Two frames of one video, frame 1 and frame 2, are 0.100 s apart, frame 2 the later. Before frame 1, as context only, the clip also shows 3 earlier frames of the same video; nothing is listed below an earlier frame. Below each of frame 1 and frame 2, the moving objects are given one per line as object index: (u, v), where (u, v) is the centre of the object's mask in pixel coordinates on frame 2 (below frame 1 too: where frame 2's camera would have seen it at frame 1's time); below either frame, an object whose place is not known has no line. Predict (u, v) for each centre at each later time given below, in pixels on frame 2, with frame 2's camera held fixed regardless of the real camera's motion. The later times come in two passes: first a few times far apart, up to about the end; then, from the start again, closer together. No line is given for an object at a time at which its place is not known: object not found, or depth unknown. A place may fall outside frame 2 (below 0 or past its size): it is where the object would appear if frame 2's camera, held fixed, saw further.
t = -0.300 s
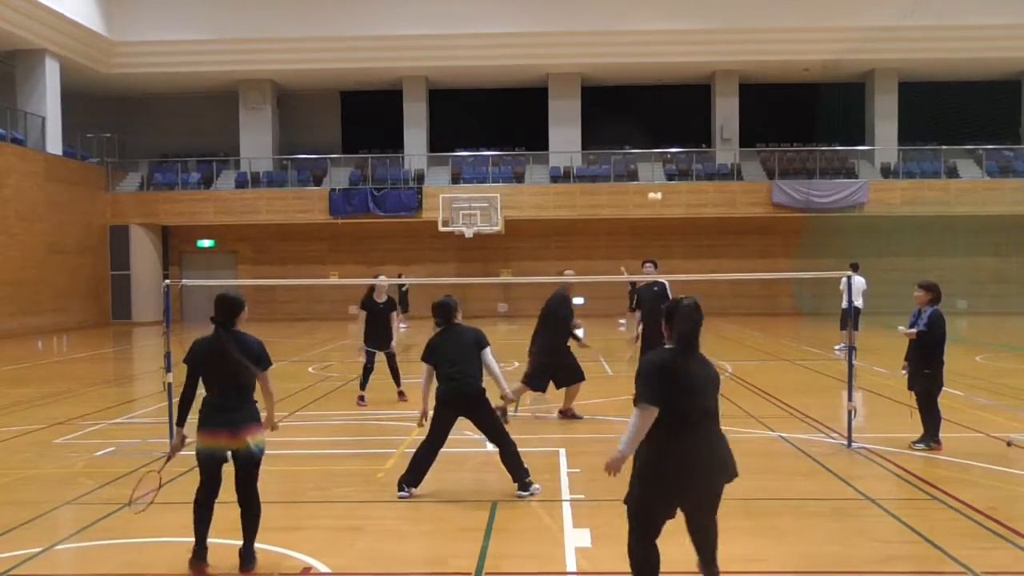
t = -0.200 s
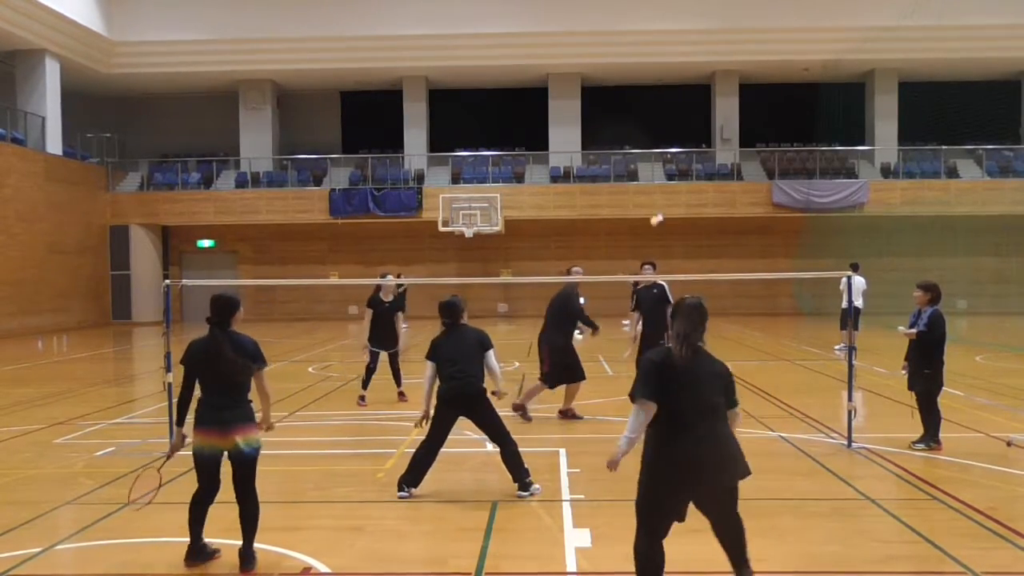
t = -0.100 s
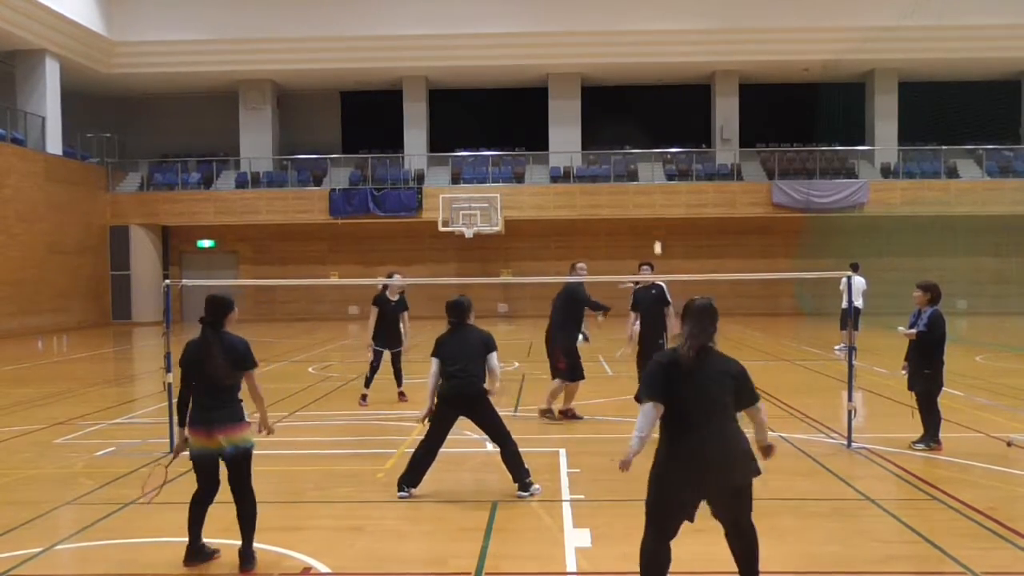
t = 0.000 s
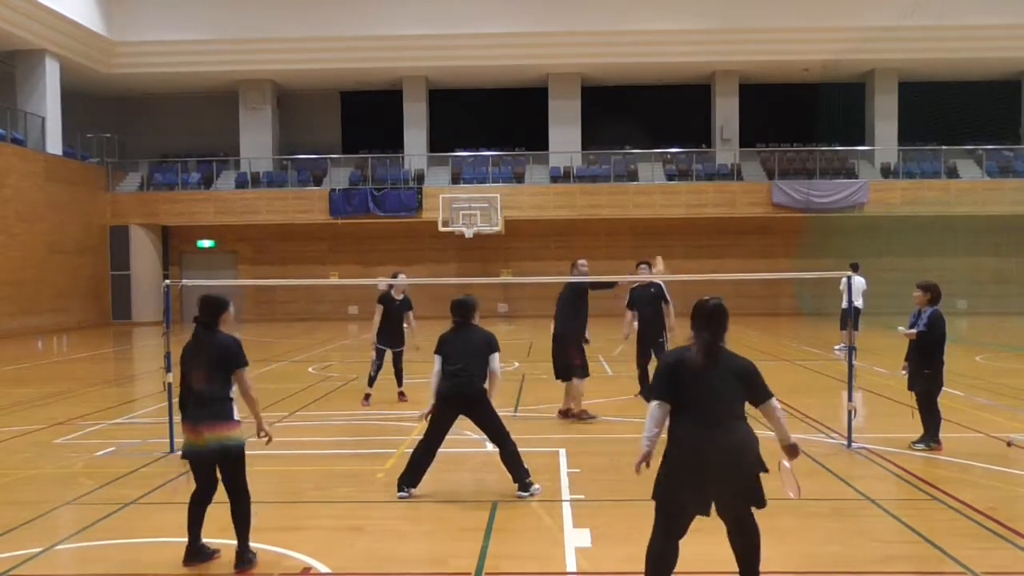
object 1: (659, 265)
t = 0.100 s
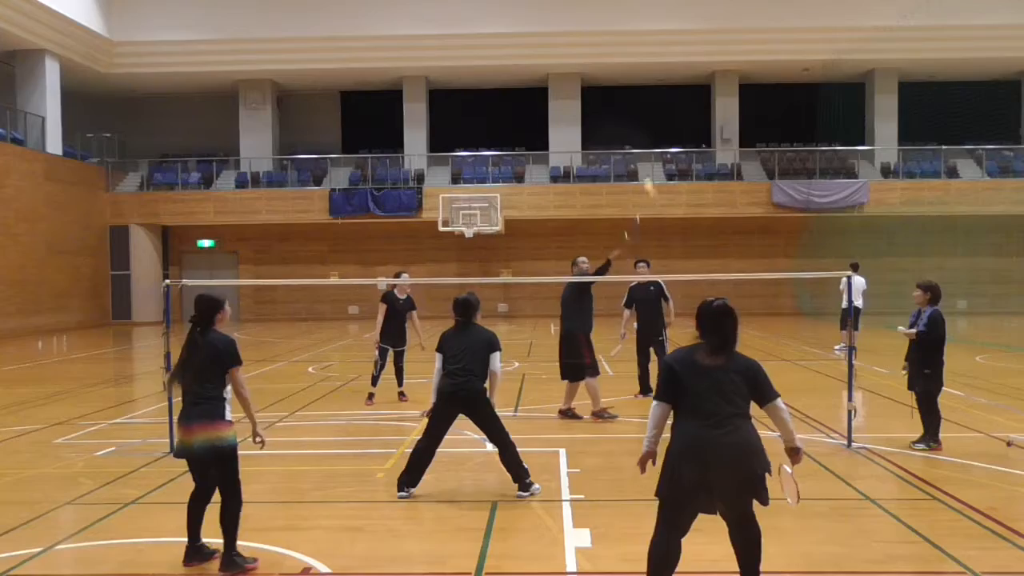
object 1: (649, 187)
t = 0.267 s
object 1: (636, 99)
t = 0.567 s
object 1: (618, 31)
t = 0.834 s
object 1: (586, 102)
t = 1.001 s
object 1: (570, 229)
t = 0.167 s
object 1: (642, 143)
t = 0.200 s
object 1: (641, 127)
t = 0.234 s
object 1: (639, 112)
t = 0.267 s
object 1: (636, 99)
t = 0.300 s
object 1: (634, 86)
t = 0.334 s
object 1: (632, 74)
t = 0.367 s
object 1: (629, 62)
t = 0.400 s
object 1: (627, 54)
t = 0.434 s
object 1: (627, 46)
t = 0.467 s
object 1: (626, 39)
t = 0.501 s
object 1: (623, 36)
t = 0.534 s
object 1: (621, 33)
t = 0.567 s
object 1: (618, 31)
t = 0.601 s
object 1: (615, 31)
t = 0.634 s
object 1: (611, 33)
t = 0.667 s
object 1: (607, 37)
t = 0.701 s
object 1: (602, 43)
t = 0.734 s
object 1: (597, 54)
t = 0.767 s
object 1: (593, 70)
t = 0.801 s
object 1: (590, 85)
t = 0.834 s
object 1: (586, 102)
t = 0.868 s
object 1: (583, 123)
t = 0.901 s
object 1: (580, 144)
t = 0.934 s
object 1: (576, 171)
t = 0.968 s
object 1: (572, 196)
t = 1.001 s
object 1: (570, 229)
